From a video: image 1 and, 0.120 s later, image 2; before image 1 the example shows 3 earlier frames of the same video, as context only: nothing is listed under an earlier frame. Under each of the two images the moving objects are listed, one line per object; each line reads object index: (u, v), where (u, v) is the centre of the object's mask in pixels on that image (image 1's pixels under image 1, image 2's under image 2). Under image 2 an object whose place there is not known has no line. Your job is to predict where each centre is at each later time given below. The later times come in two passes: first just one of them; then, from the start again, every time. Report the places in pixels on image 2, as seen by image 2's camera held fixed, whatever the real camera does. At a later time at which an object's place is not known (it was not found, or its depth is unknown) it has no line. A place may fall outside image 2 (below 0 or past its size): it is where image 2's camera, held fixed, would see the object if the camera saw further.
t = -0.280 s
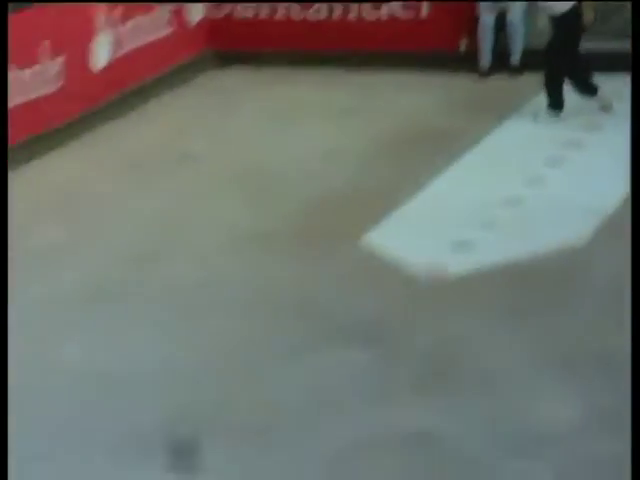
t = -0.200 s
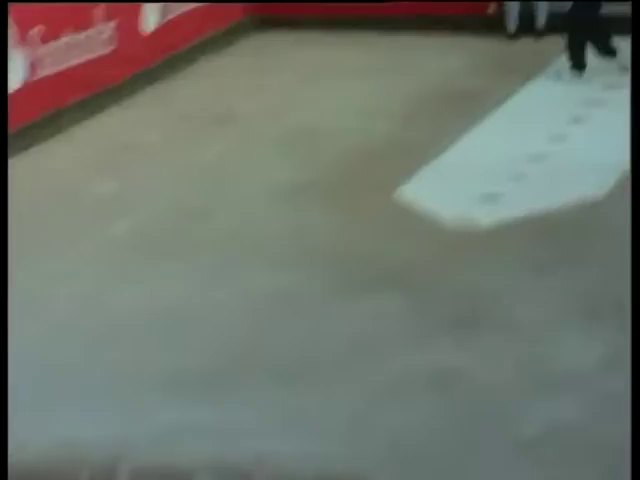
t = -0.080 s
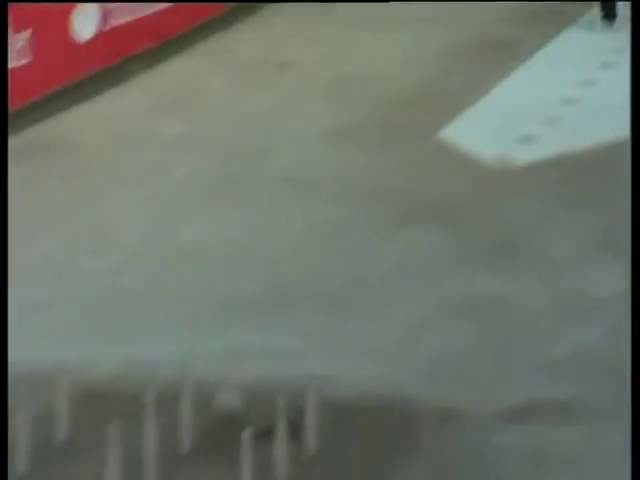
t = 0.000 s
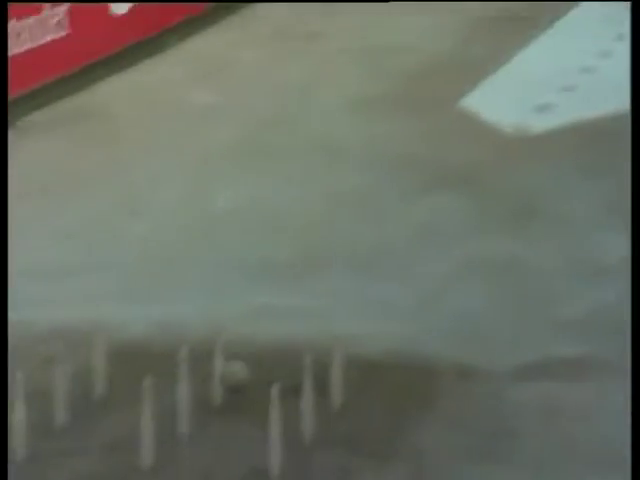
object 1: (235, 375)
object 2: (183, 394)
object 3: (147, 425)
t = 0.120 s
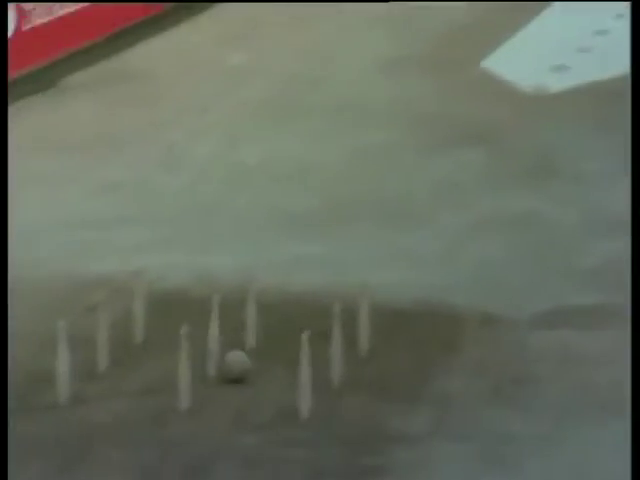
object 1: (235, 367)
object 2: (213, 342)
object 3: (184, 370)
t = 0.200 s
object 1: (222, 375)
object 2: (197, 322)
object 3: (185, 372)
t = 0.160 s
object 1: (229, 370)
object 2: (201, 339)
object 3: (184, 369)
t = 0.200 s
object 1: (222, 375)
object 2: (197, 322)
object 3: (185, 372)
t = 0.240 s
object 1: (215, 382)
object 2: (177, 345)
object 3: (185, 372)
